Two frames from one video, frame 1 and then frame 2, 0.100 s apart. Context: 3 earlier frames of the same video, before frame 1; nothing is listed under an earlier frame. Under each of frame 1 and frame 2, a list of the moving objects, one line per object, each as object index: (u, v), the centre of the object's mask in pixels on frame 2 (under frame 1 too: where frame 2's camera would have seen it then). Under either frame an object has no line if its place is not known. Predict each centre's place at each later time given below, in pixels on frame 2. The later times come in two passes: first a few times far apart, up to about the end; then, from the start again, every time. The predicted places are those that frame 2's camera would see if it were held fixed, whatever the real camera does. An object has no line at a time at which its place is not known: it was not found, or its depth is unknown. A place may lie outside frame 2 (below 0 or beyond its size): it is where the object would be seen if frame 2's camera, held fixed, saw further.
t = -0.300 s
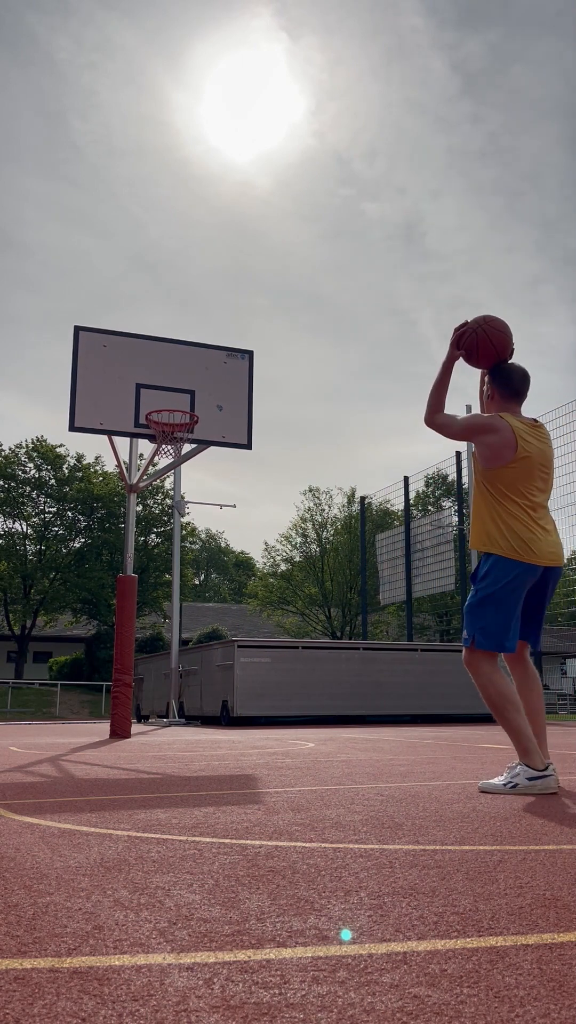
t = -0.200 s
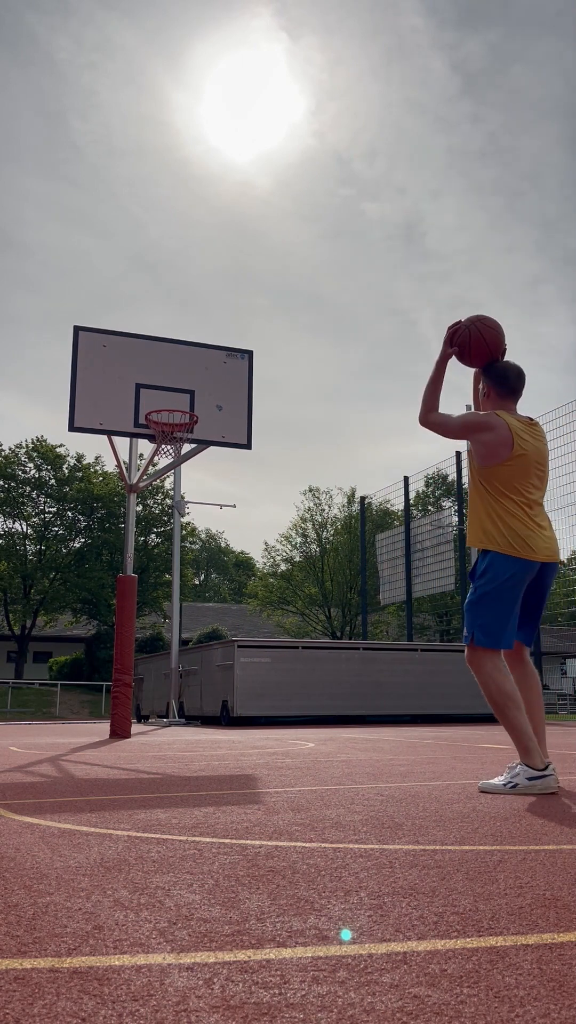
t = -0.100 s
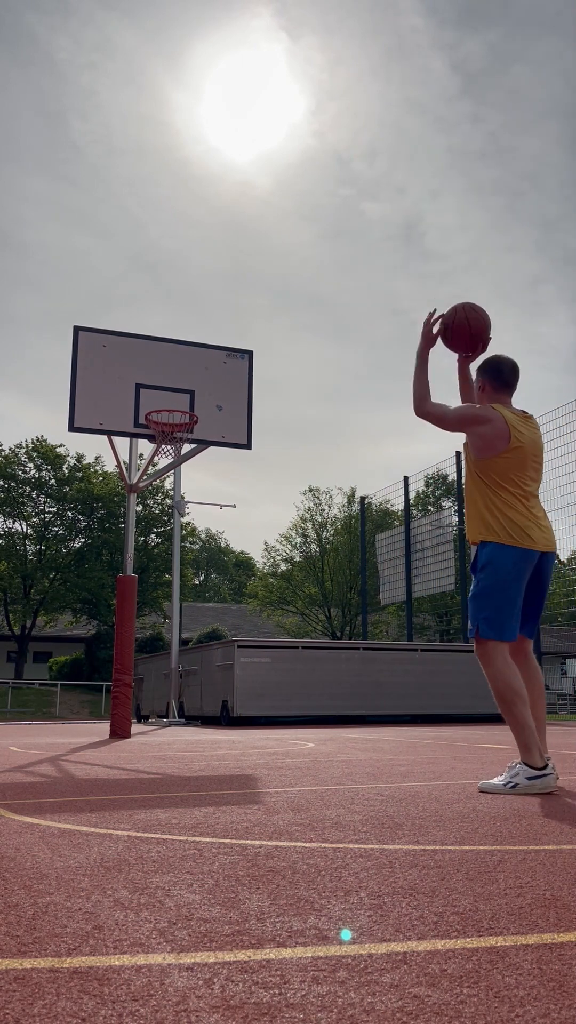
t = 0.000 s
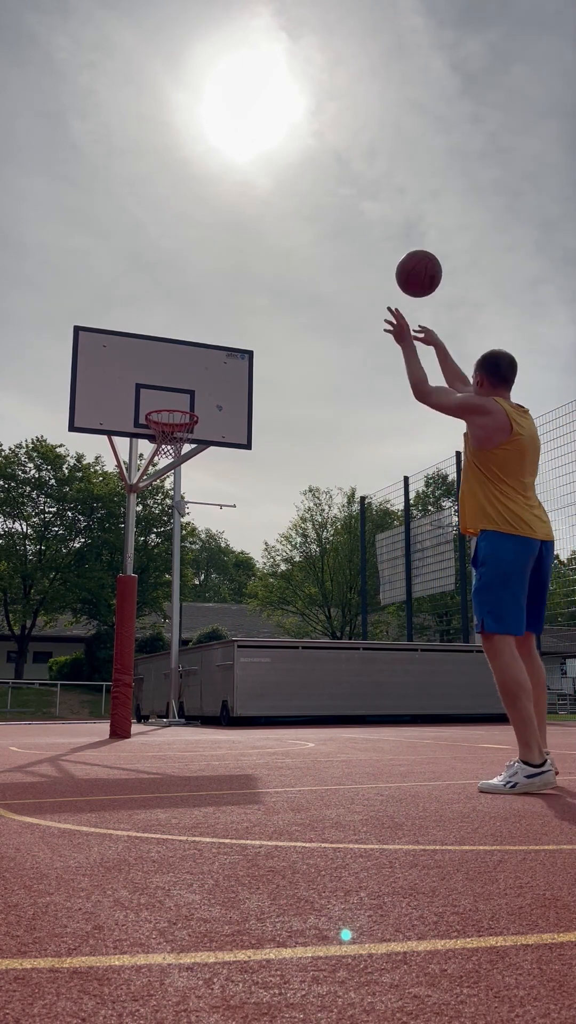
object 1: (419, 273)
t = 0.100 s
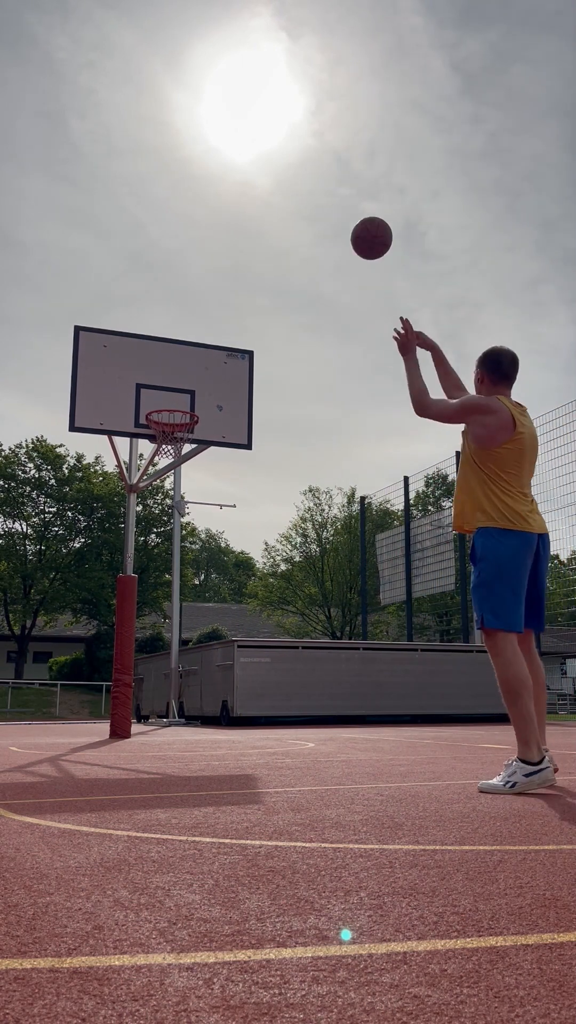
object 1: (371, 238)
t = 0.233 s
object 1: (322, 223)
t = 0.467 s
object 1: (257, 254)
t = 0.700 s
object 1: (209, 333)
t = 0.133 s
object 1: (358, 231)
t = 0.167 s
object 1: (345, 227)
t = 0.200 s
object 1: (333, 224)
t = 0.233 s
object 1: (322, 223)
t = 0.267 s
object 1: (311, 224)
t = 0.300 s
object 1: (301, 226)
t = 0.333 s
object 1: (291, 230)
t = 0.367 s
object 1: (282, 234)
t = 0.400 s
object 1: (273, 240)
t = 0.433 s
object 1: (265, 247)
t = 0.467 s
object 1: (257, 254)
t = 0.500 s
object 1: (249, 263)
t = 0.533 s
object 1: (242, 273)
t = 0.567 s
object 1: (234, 283)
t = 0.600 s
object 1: (228, 295)
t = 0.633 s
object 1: (221, 307)
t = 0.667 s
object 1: (215, 320)
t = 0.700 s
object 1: (209, 333)
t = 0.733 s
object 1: (202, 348)
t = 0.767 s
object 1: (197, 364)
